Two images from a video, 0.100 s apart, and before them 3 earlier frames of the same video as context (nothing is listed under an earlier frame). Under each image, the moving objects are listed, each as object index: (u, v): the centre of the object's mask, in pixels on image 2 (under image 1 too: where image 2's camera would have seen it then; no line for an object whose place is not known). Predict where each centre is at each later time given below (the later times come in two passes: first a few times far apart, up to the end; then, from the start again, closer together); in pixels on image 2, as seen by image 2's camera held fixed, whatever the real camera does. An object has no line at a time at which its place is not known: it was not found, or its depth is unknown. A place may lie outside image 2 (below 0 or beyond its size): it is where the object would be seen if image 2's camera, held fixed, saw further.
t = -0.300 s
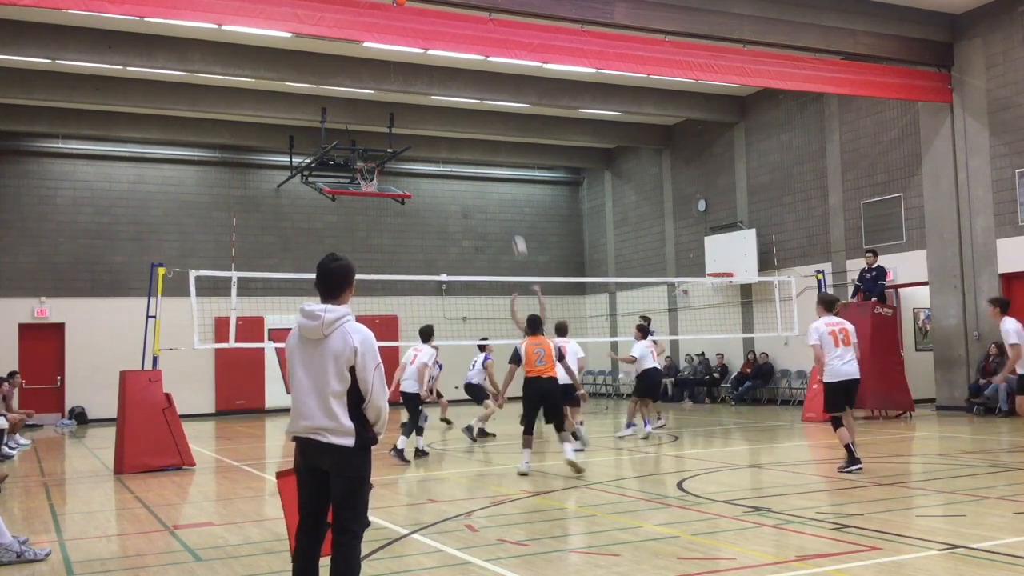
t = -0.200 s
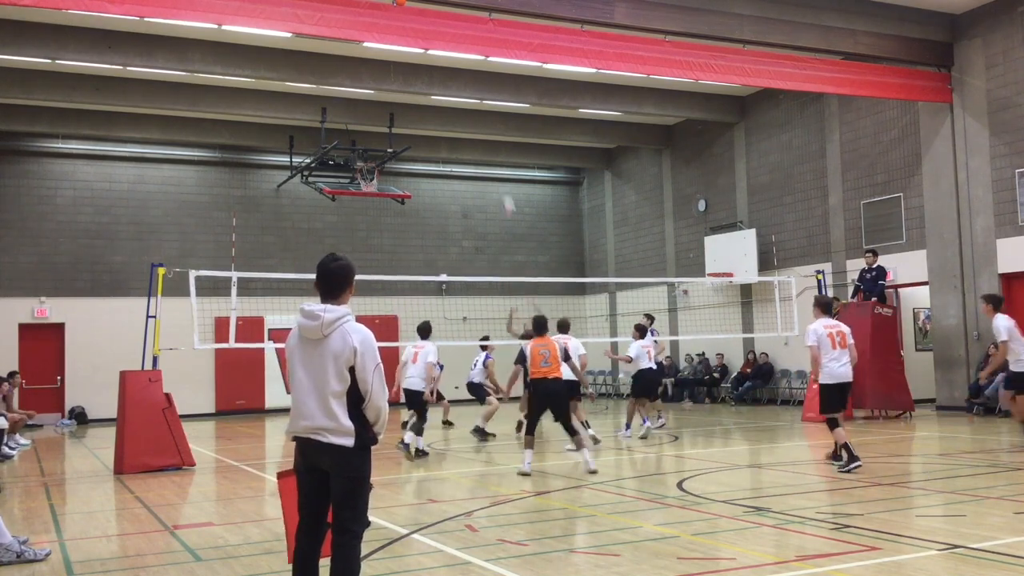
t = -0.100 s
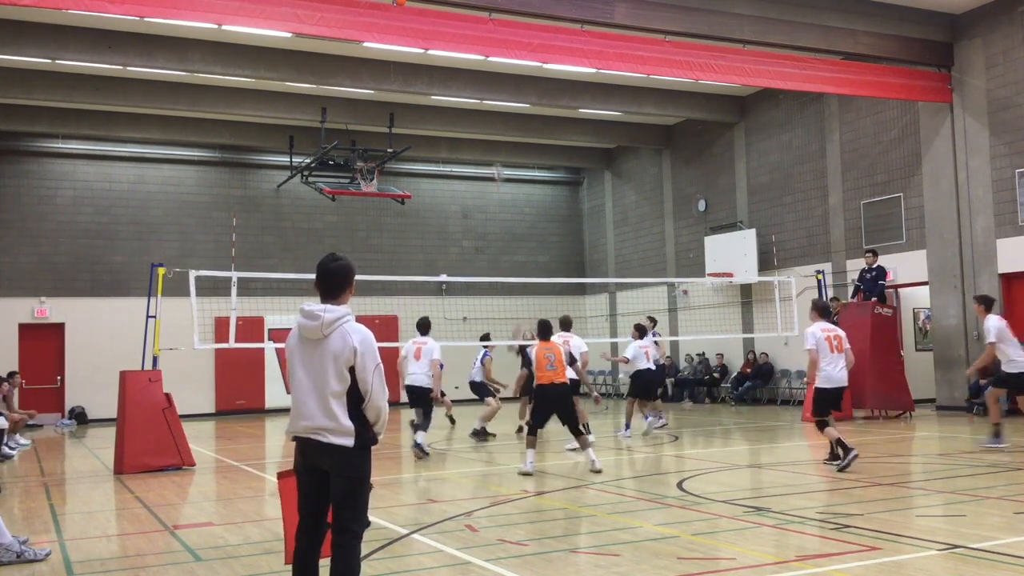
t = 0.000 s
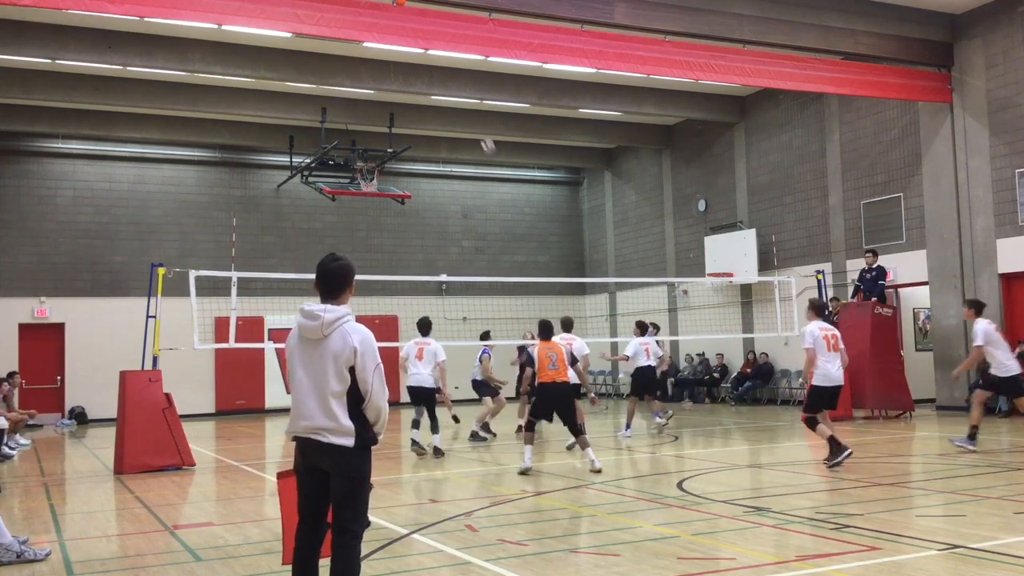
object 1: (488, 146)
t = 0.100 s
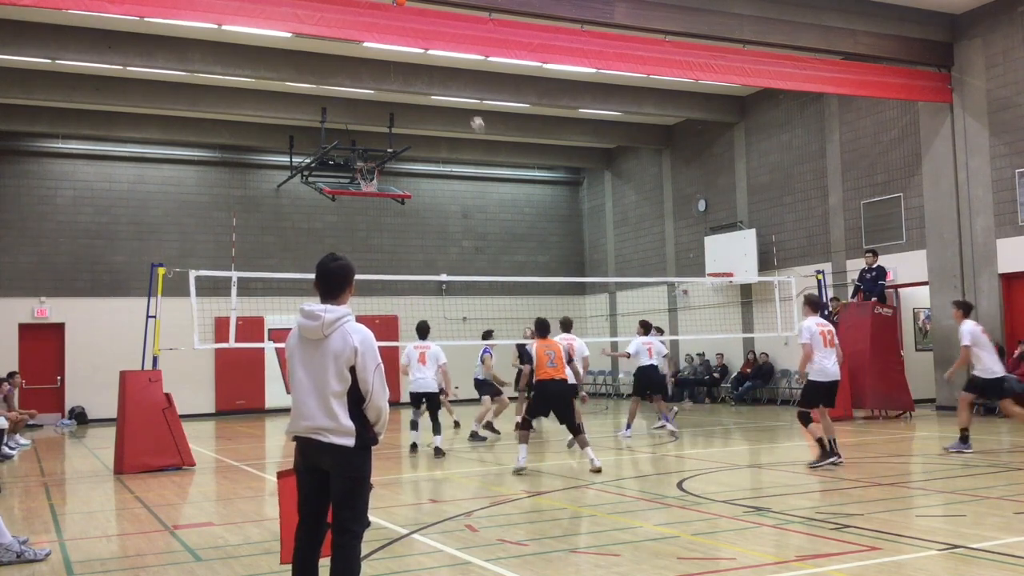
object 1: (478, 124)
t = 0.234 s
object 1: (464, 107)
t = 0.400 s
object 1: (450, 96)
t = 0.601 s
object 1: (432, 108)
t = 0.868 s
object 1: (411, 157)
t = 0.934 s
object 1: (405, 179)
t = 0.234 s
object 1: (464, 107)
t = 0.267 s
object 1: (462, 101)
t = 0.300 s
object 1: (459, 98)
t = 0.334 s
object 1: (455, 97)
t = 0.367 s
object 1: (453, 97)
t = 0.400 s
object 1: (450, 96)
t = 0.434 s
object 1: (447, 96)
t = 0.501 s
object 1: (441, 98)
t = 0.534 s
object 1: (437, 101)
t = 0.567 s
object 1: (434, 104)
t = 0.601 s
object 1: (432, 108)
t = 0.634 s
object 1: (429, 110)
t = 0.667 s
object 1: (427, 115)
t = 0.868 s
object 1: (411, 157)
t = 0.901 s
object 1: (408, 167)
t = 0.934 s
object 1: (405, 179)
